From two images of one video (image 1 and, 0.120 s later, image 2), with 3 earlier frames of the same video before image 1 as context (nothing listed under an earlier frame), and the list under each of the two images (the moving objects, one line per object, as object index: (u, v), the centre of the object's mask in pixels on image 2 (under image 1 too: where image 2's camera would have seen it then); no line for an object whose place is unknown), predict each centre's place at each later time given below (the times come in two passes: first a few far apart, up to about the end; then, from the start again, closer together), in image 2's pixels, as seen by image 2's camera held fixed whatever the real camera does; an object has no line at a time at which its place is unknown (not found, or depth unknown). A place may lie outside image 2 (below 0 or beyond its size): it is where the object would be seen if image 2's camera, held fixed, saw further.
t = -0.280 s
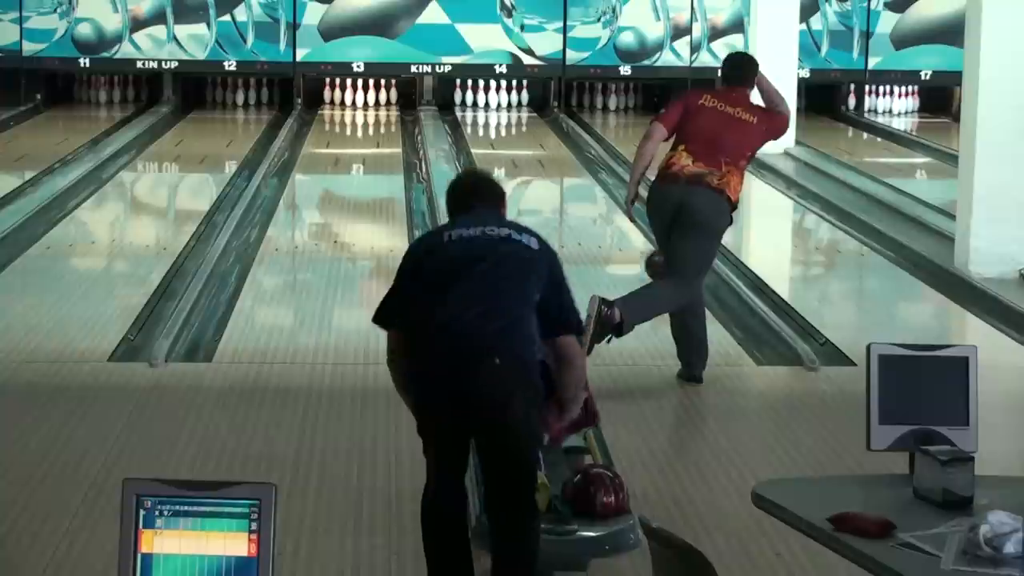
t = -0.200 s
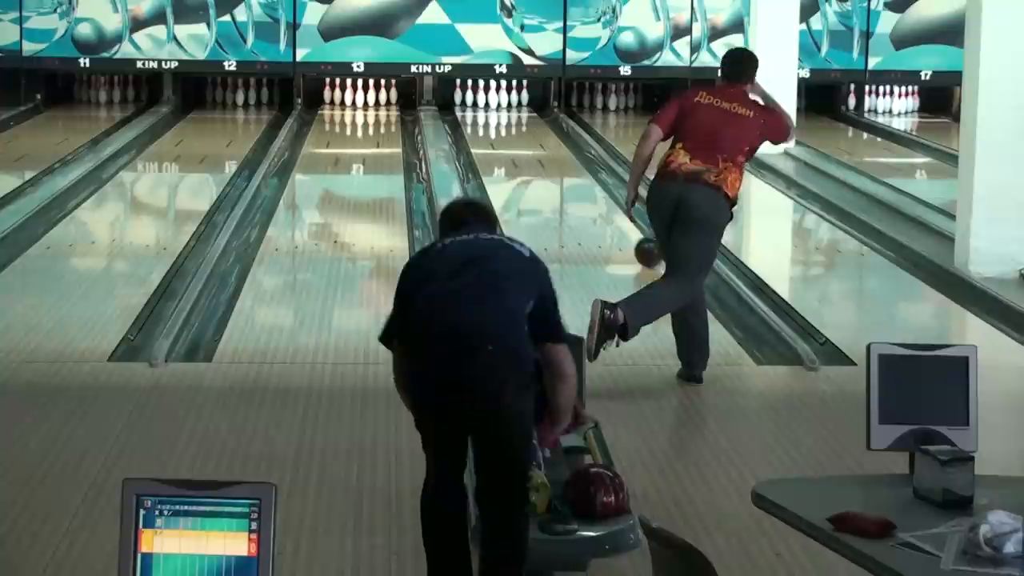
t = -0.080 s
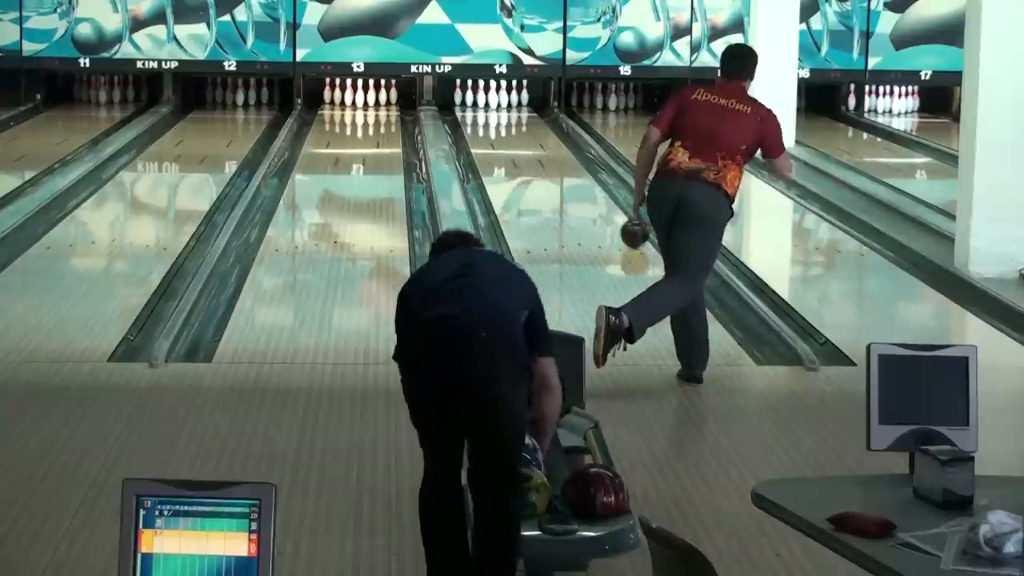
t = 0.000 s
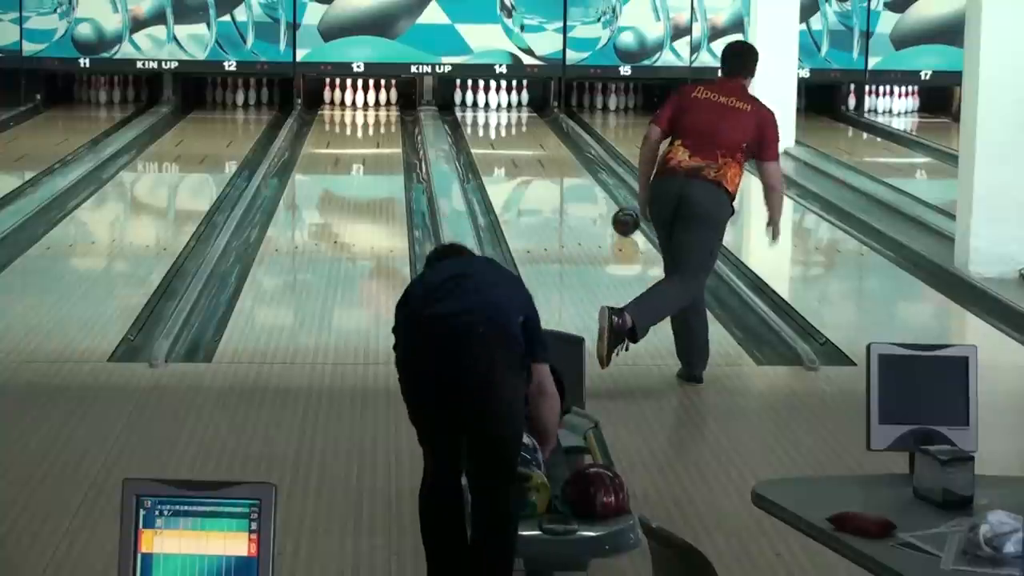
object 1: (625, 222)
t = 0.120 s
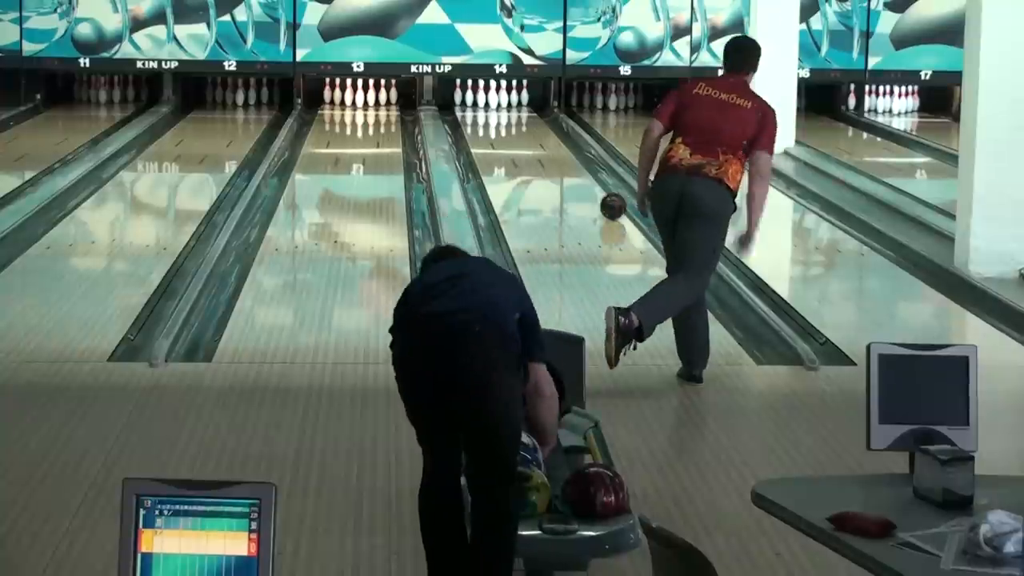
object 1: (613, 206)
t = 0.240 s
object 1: (601, 193)
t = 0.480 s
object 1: (581, 169)
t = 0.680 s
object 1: (567, 154)
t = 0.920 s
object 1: (551, 138)
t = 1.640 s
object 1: (505, 103)
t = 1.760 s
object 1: (503, 101)
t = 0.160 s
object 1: (609, 201)
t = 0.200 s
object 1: (605, 198)
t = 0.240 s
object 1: (601, 193)
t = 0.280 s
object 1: (598, 189)
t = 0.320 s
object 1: (595, 185)
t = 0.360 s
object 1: (591, 181)
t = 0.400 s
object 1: (587, 177)
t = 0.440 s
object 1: (584, 174)
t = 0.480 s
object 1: (581, 169)
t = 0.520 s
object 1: (578, 166)
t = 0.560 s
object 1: (575, 163)
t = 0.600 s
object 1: (572, 160)
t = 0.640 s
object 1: (569, 157)
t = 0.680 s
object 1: (567, 154)
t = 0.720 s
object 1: (563, 152)
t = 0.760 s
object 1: (561, 149)
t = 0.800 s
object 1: (558, 146)
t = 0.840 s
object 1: (556, 143)
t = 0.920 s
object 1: (551, 138)
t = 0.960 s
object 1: (549, 135)
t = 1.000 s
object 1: (546, 133)
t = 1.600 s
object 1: (510, 102)
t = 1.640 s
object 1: (505, 103)
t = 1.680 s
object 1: (503, 102)
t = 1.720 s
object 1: (503, 102)
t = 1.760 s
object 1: (503, 101)
